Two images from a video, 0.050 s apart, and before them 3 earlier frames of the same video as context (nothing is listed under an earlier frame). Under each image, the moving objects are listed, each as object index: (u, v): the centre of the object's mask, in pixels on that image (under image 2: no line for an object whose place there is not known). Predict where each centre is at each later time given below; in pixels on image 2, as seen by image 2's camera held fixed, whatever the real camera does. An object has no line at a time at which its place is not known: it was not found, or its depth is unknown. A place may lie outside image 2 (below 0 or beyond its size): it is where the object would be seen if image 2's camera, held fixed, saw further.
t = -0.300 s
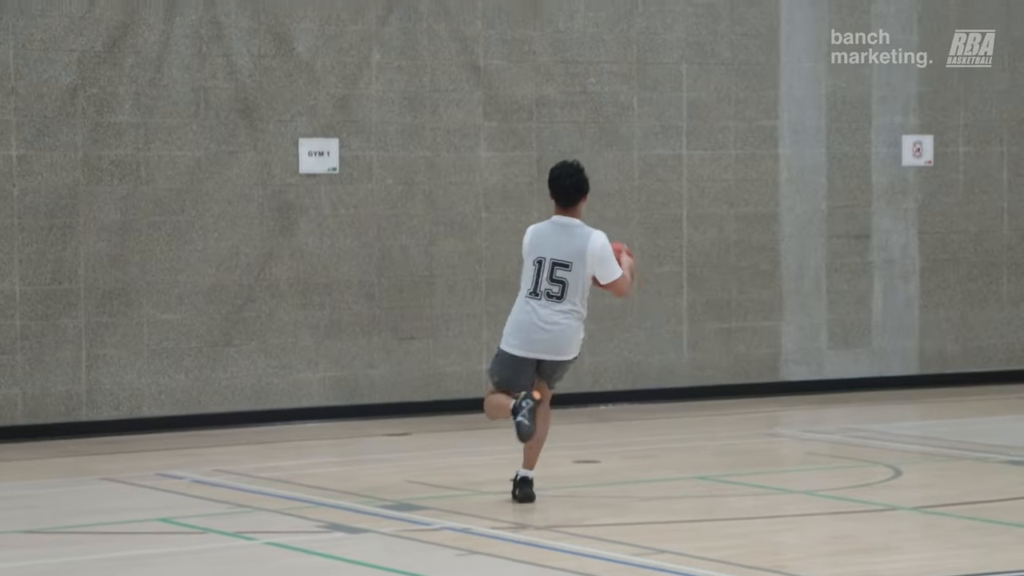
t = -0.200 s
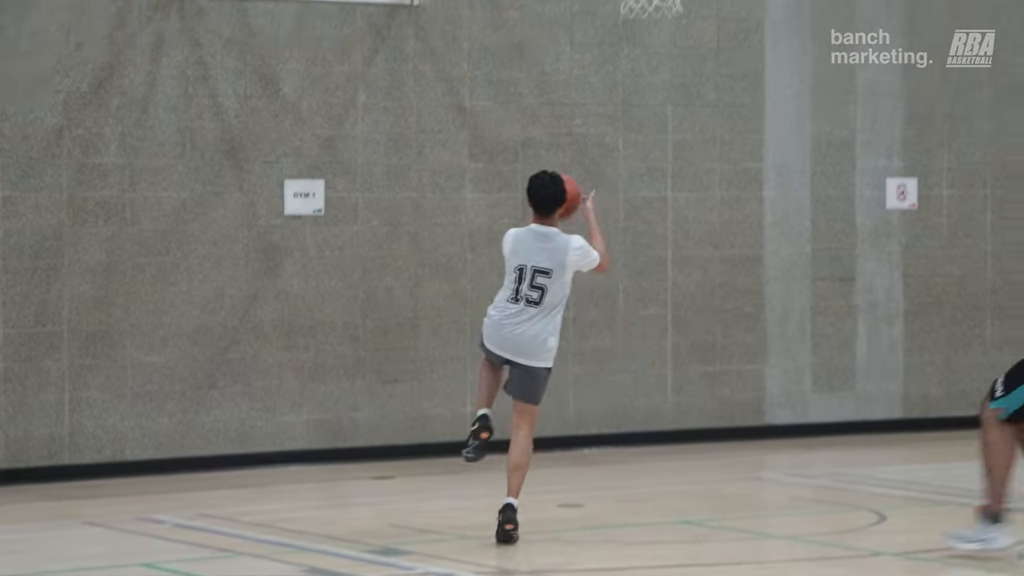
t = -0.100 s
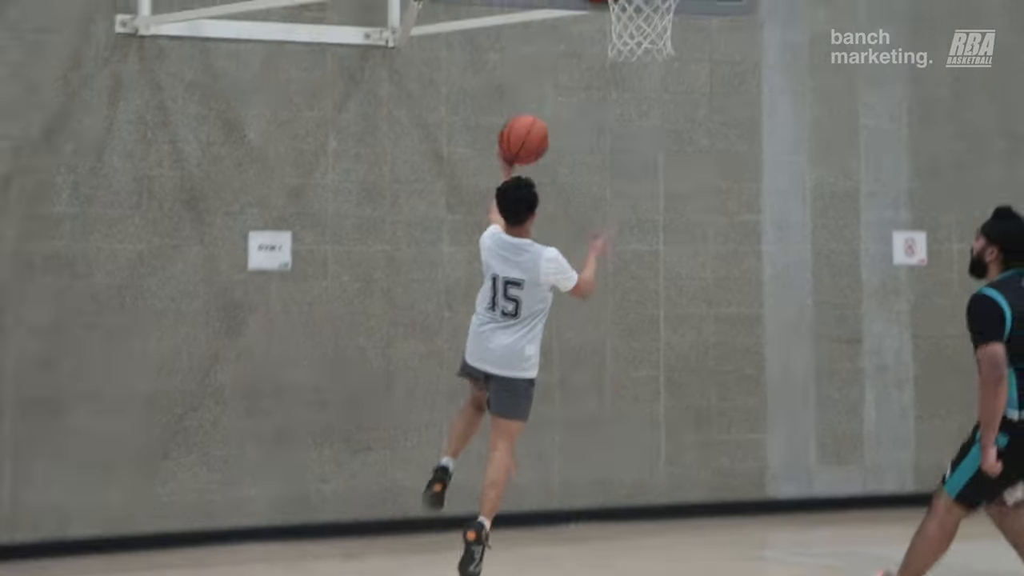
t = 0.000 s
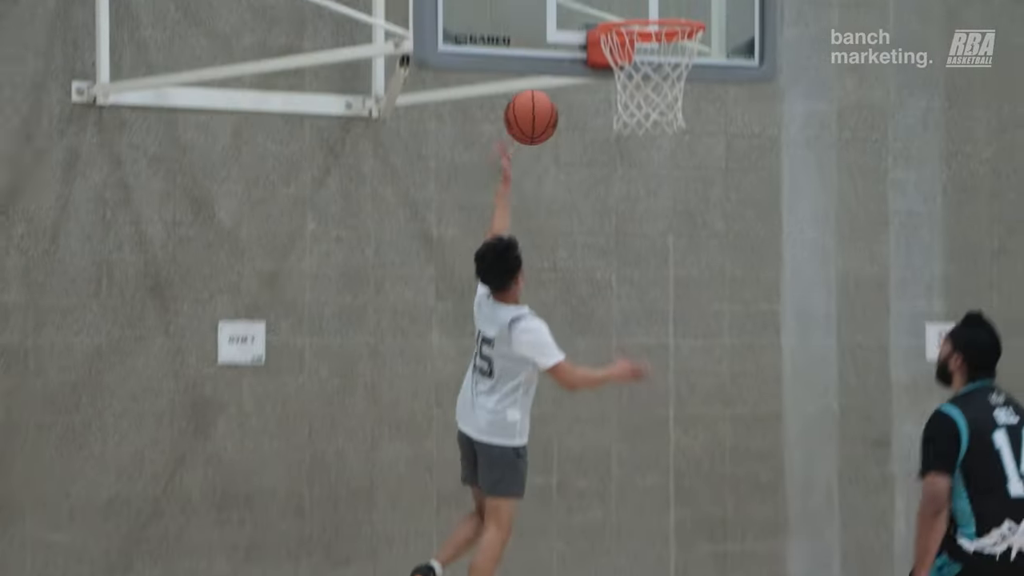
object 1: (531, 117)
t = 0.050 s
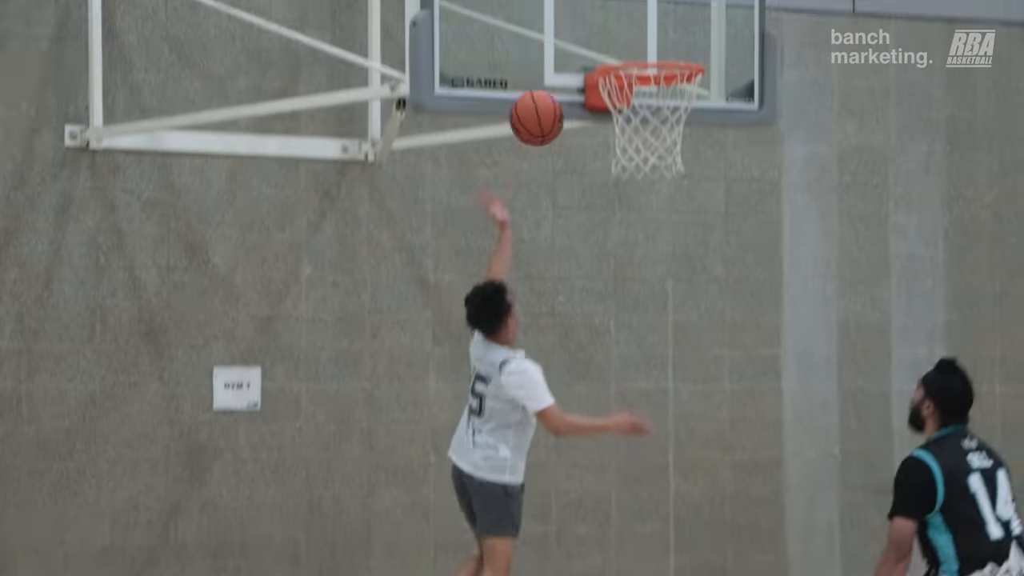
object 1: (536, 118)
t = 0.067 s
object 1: (539, 104)
